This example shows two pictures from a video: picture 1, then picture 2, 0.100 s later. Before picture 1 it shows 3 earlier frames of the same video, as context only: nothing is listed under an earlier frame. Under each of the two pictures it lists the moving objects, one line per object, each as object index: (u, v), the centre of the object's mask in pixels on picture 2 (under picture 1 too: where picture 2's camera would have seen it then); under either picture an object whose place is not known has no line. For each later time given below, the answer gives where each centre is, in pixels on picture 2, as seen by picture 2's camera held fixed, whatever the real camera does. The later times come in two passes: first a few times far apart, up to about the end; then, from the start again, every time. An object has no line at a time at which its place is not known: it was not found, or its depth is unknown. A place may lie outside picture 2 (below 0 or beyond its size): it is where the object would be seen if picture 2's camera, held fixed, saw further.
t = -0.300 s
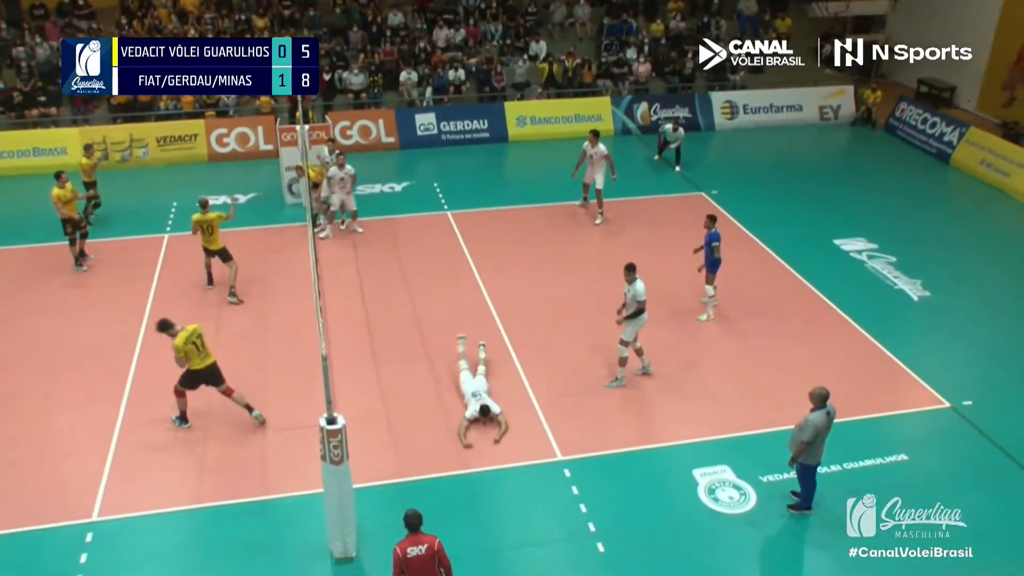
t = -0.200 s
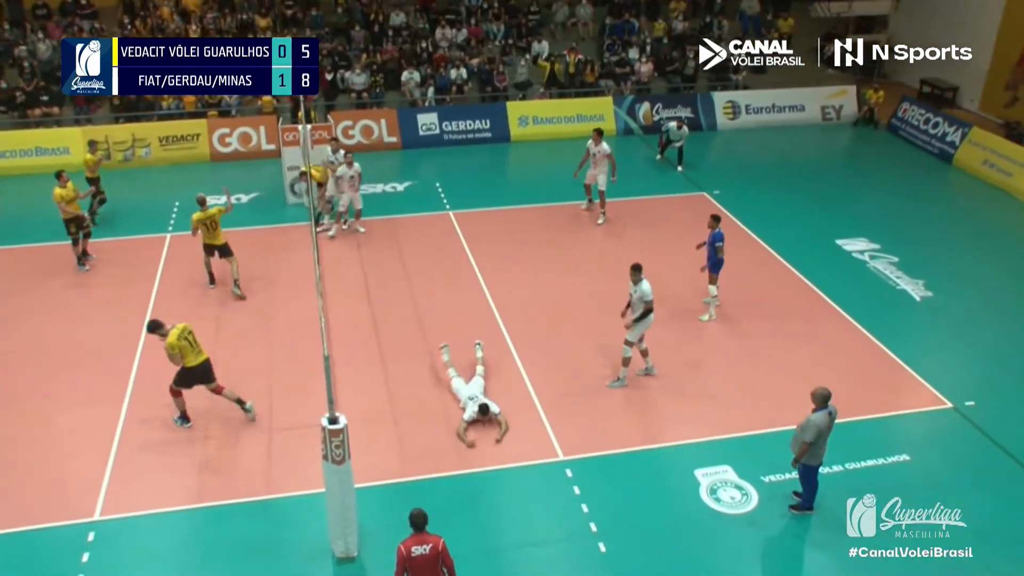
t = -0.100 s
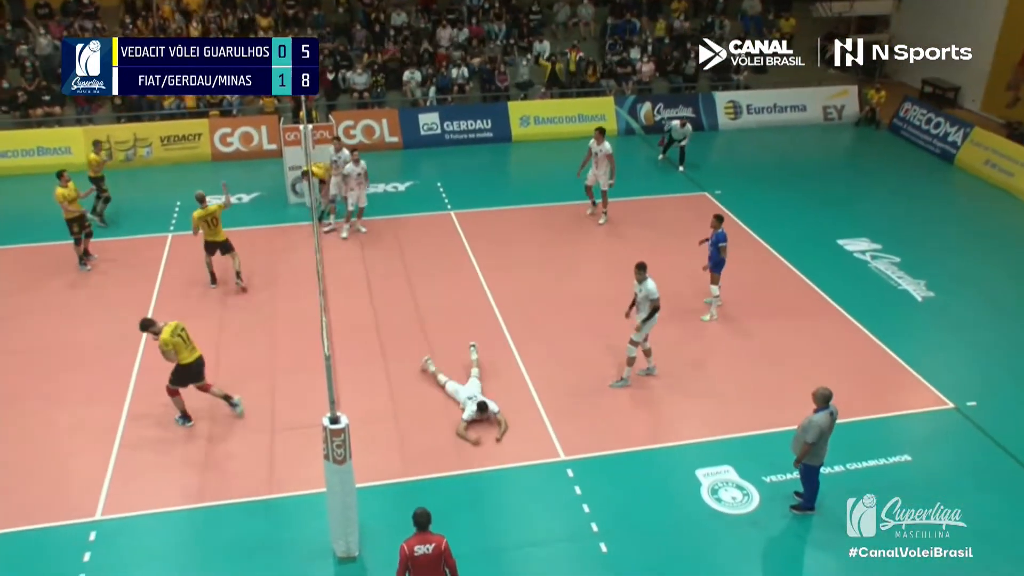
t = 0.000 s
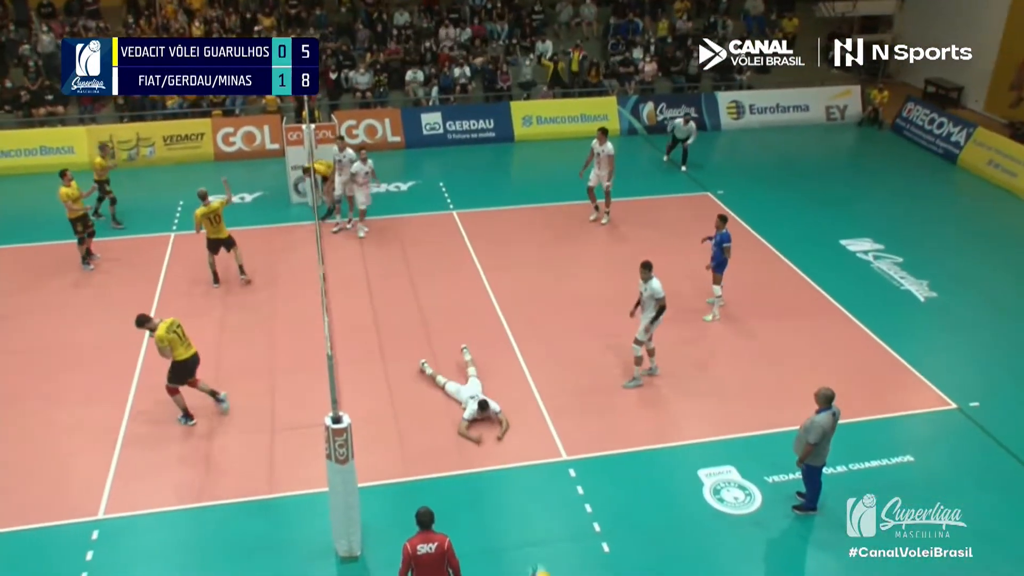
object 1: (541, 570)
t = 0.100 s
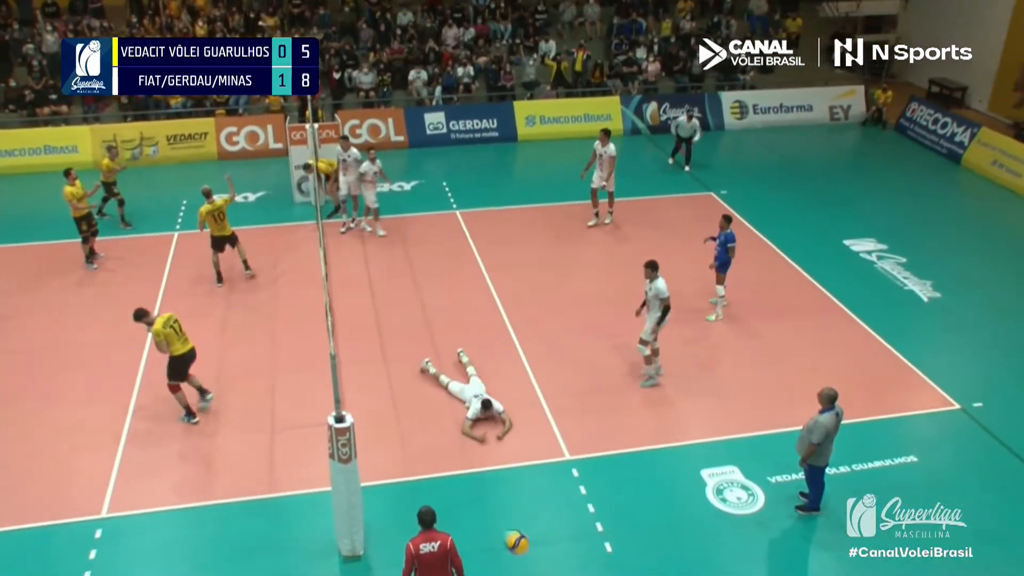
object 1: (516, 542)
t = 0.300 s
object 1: (469, 495)
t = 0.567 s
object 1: (418, 484)
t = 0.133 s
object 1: (507, 531)
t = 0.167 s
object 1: (500, 522)
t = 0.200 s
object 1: (491, 514)
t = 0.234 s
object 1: (484, 507)
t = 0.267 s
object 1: (476, 501)
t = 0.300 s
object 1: (469, 495)
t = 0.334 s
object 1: (462, 491)
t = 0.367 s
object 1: (455, 488)
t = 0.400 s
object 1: (449, 485)
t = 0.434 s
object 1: (442, 484)
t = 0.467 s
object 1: (436, 483)
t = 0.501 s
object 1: (429, 482)
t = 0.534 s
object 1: (424, 483)
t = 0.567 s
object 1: (418, 484)
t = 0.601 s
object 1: (413, 485)
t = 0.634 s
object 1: (407, 487)
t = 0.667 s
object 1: (402, 490)
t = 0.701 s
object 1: (398, 493)
